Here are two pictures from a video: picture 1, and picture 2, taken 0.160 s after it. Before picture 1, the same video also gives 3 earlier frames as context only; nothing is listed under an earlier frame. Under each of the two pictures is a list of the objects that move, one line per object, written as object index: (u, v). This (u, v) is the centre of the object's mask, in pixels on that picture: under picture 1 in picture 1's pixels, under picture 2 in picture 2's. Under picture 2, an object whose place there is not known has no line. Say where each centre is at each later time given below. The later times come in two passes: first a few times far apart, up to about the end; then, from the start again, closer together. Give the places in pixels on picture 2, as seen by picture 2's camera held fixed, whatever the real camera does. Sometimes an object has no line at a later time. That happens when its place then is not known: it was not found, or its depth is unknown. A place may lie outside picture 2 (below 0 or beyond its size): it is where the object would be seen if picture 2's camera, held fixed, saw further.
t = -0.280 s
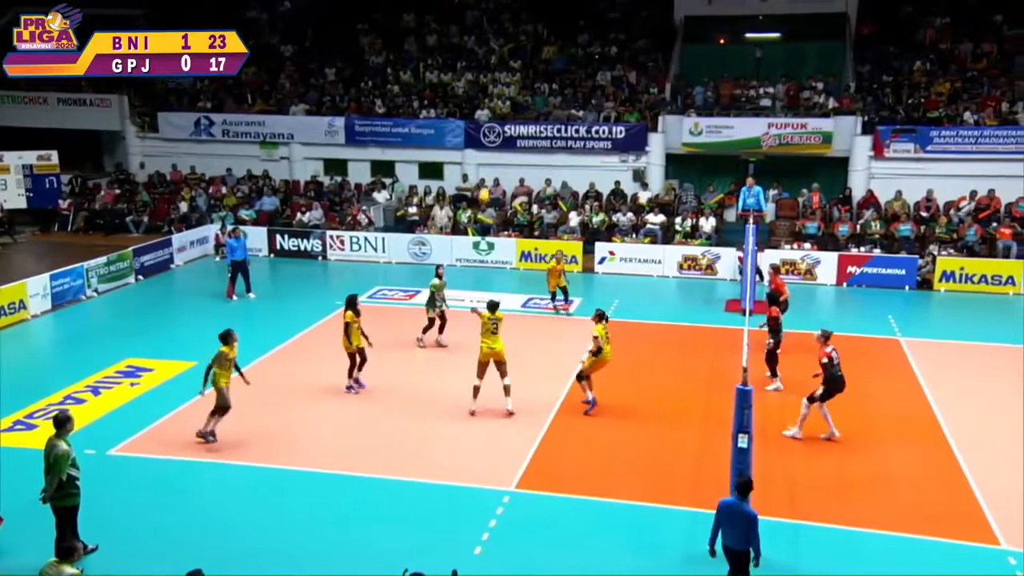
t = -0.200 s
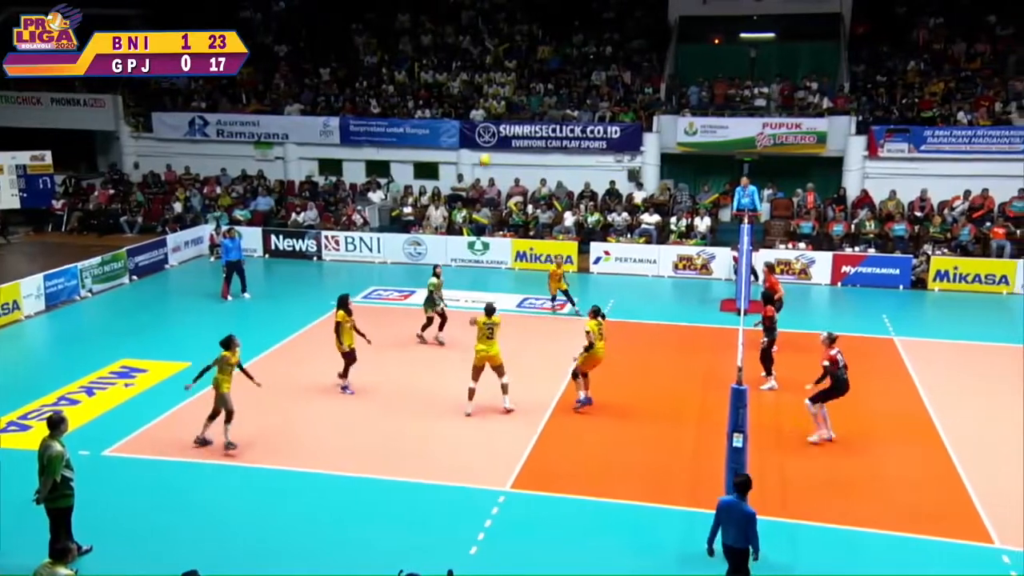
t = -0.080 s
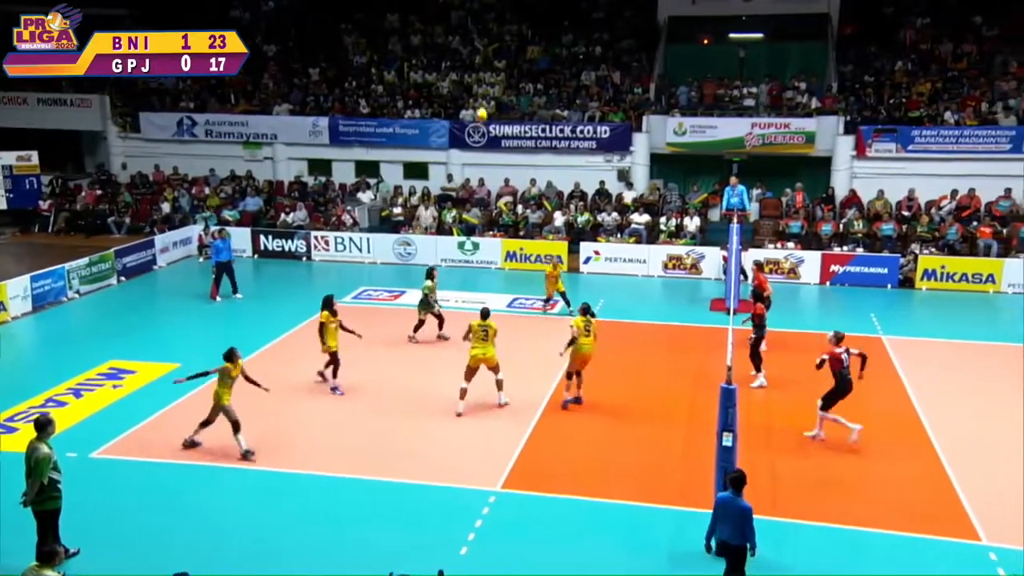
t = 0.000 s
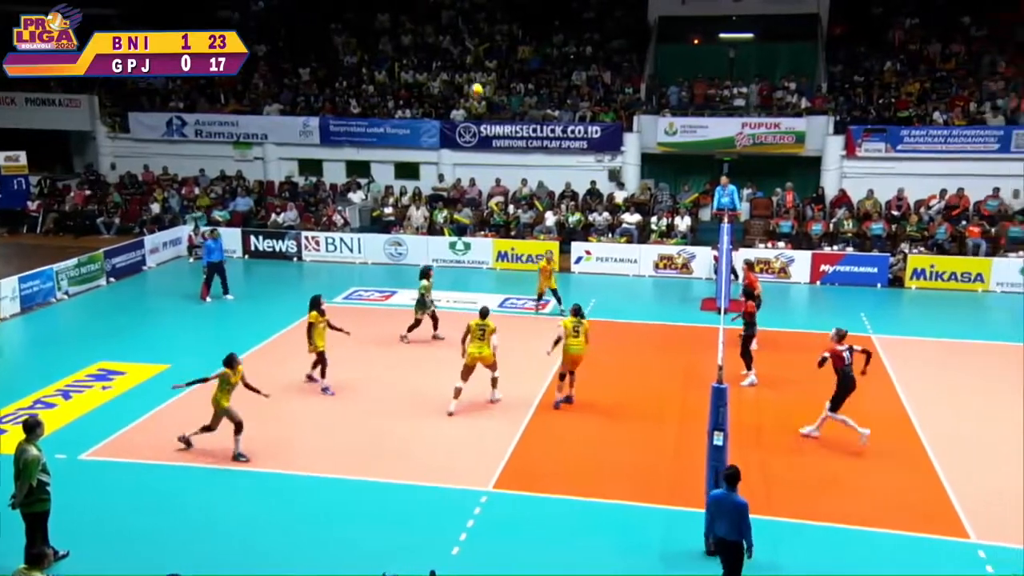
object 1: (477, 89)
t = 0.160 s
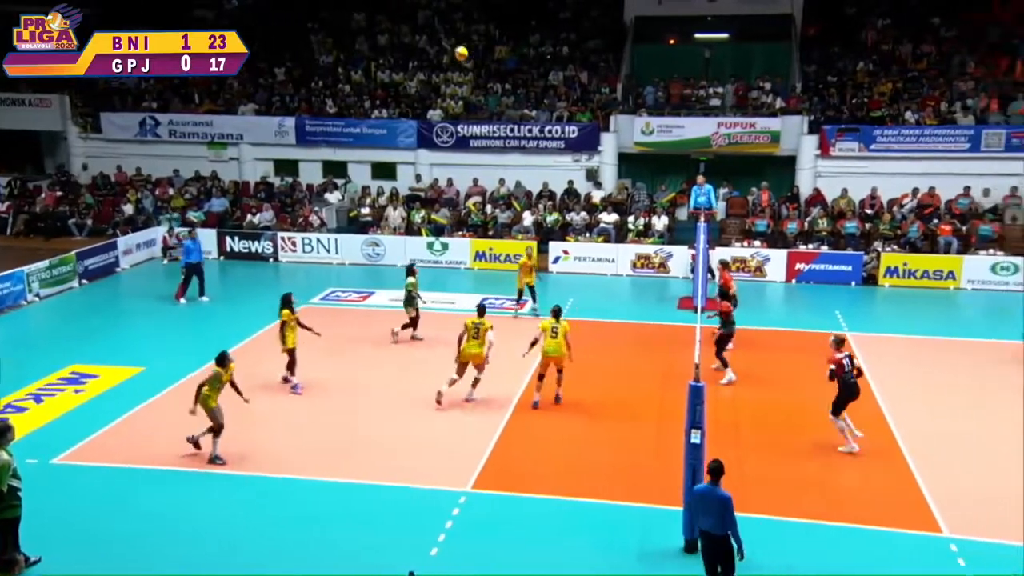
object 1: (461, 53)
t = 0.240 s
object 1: (465, 41)
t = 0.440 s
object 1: (473, 28)
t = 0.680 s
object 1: (484, 43)
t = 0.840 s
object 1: (491, 70)
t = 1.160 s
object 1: (507, 159)
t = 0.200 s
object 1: (463, 46)
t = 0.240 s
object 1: (465, 41)
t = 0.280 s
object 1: (466, 36)
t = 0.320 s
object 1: (468, 33)
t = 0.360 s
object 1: (470, 30)
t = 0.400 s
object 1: (471, 28)
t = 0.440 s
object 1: (473, 28)
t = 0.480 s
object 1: (475, 28)
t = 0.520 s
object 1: (477, 29)
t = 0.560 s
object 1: (478, 31)
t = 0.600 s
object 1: (480, 34)
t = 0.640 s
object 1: (482, 38)
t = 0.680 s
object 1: (484, 43)
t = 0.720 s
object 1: (486, 49)
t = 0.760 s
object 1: (487, 55)
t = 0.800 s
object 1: (489, 63)
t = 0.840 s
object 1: (491, 70)
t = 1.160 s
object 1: (507, 159)
